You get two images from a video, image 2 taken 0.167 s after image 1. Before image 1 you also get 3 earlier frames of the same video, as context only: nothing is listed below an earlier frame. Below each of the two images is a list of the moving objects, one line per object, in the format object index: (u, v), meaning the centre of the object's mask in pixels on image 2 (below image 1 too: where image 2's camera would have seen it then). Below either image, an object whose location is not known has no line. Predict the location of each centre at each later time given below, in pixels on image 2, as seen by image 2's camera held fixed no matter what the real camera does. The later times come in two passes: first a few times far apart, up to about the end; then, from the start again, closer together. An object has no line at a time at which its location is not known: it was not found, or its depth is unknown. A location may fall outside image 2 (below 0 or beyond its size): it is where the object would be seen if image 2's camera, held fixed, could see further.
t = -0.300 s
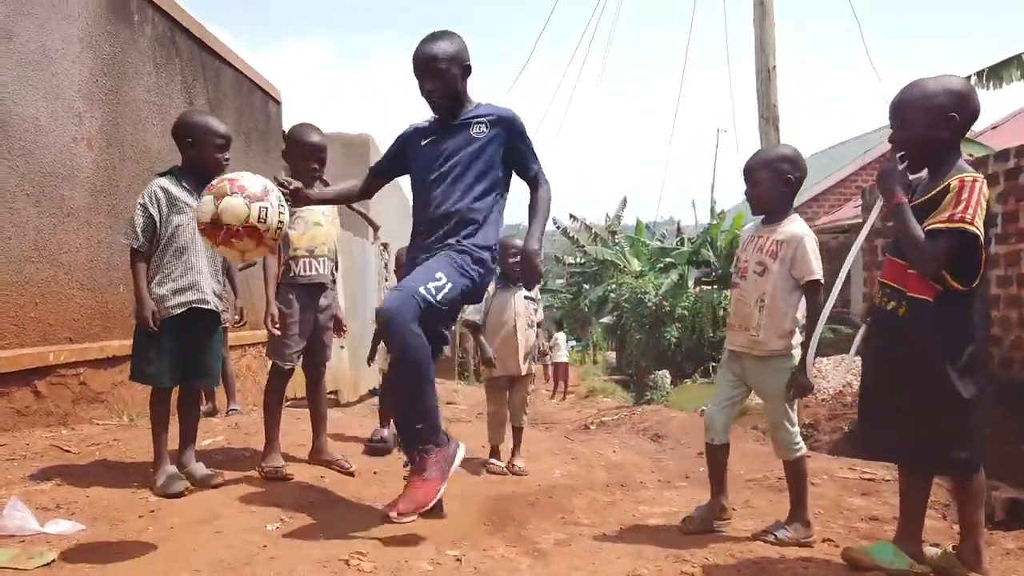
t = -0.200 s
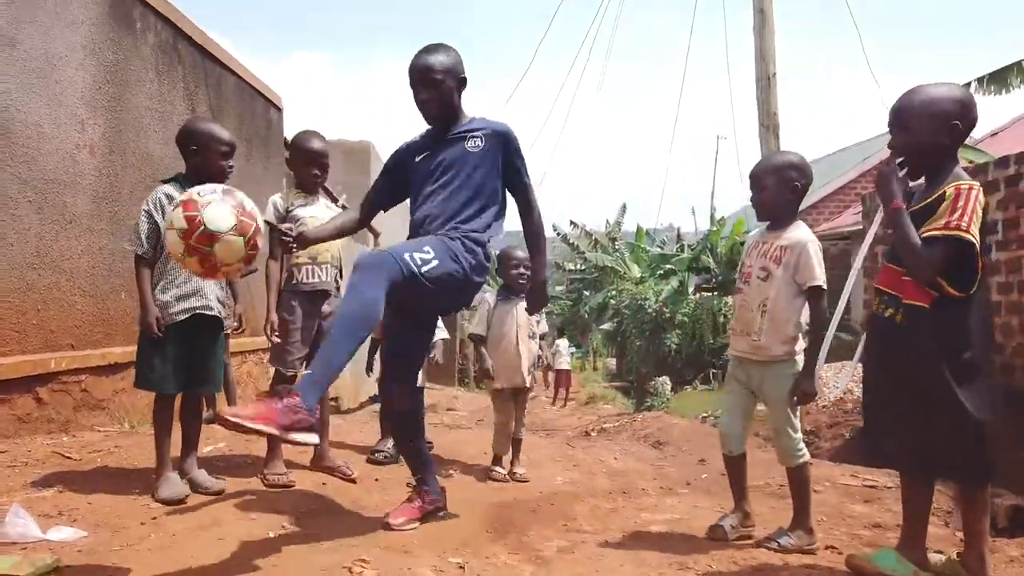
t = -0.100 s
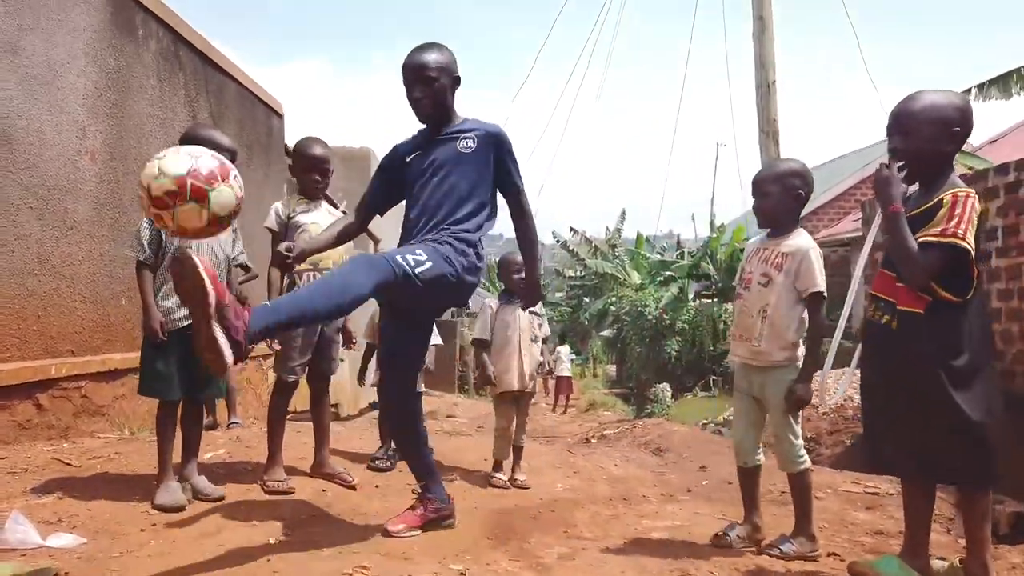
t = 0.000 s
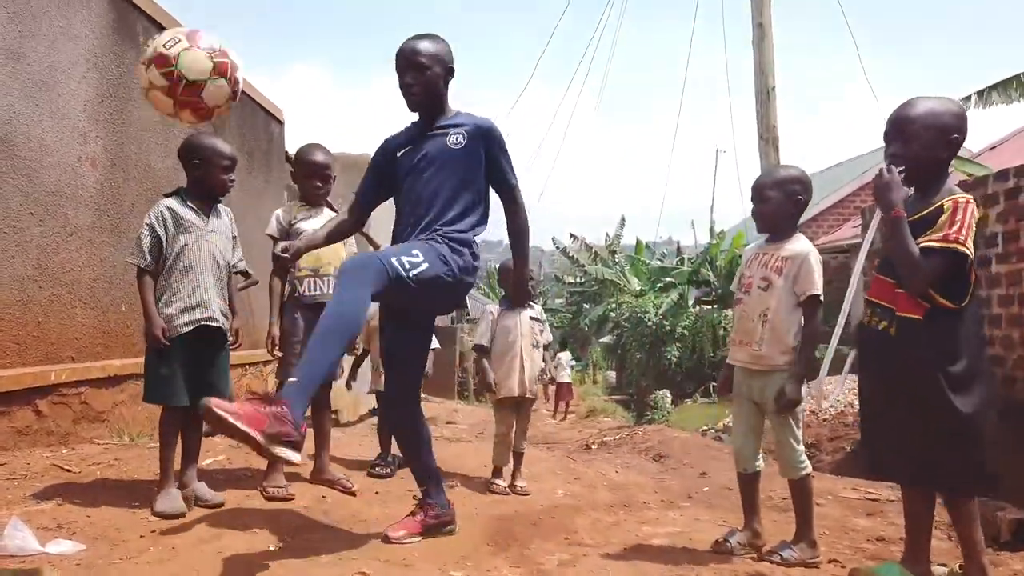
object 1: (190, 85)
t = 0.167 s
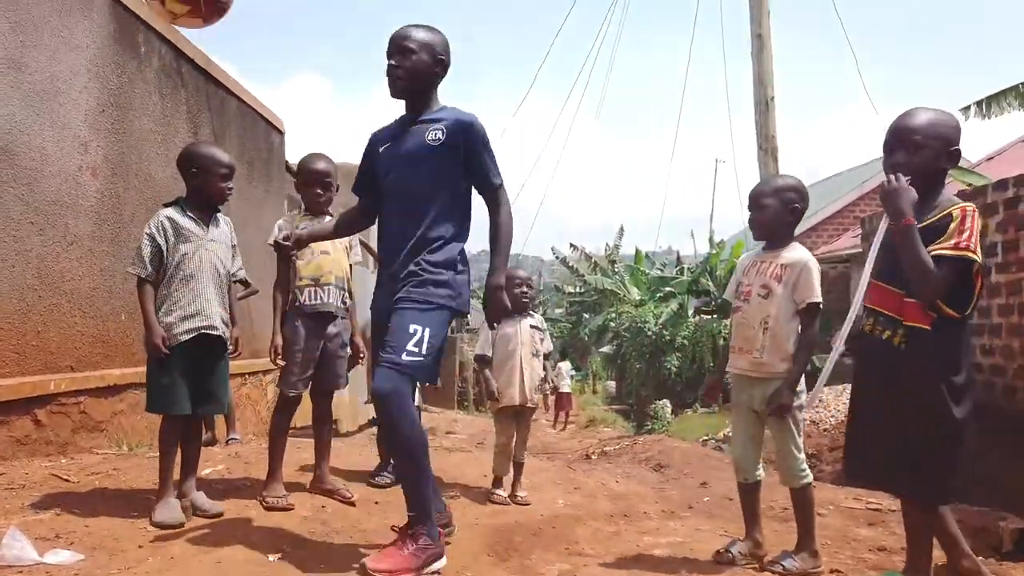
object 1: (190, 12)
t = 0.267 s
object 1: (187, 6)
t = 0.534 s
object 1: (166, 162)
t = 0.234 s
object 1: (189, 6)
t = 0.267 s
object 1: (187, 6)
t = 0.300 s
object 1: (185, 8)
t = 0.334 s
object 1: (182, 12)
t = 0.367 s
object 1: (178, 19)
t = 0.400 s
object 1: (175, 31)
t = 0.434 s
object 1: (173, 58)
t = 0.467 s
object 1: (171, 88)
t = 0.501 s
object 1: (168, 123)
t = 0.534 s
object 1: (166, 162)
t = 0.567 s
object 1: (163, 205)
